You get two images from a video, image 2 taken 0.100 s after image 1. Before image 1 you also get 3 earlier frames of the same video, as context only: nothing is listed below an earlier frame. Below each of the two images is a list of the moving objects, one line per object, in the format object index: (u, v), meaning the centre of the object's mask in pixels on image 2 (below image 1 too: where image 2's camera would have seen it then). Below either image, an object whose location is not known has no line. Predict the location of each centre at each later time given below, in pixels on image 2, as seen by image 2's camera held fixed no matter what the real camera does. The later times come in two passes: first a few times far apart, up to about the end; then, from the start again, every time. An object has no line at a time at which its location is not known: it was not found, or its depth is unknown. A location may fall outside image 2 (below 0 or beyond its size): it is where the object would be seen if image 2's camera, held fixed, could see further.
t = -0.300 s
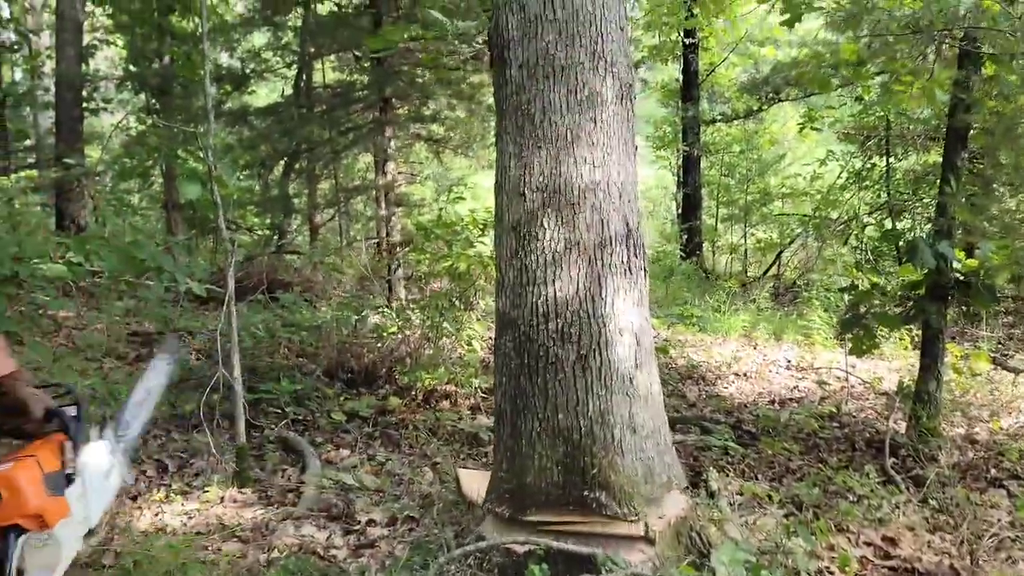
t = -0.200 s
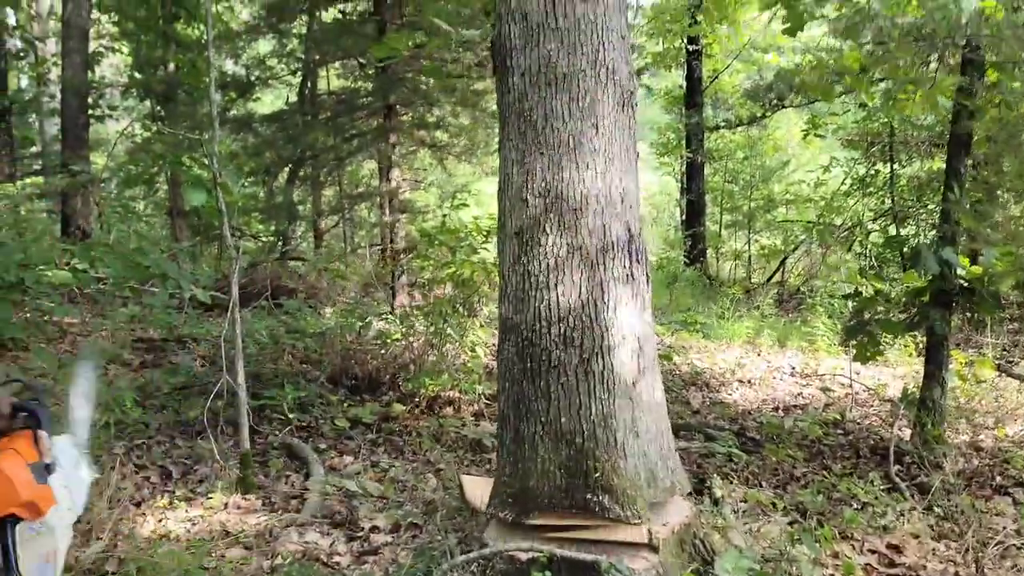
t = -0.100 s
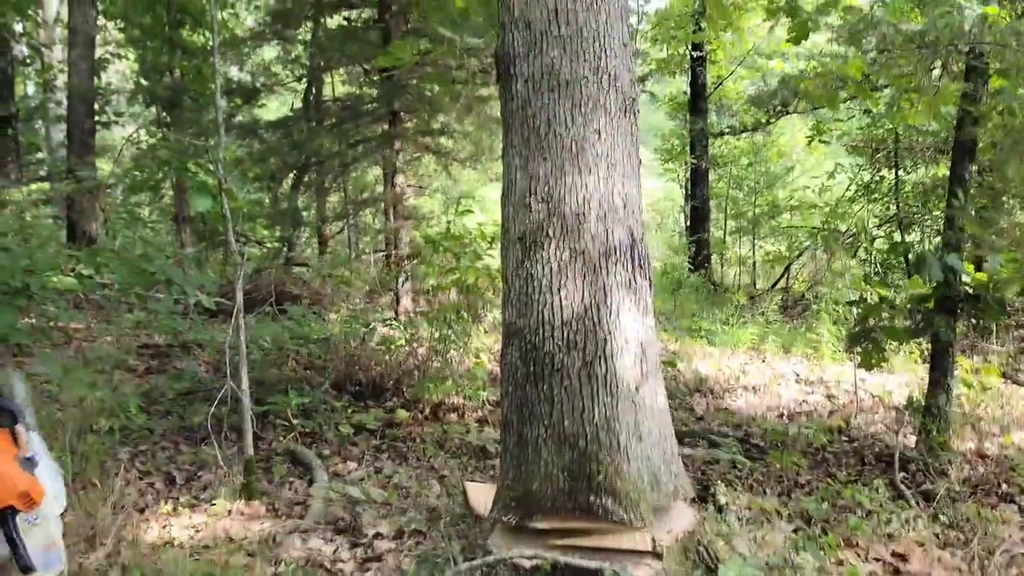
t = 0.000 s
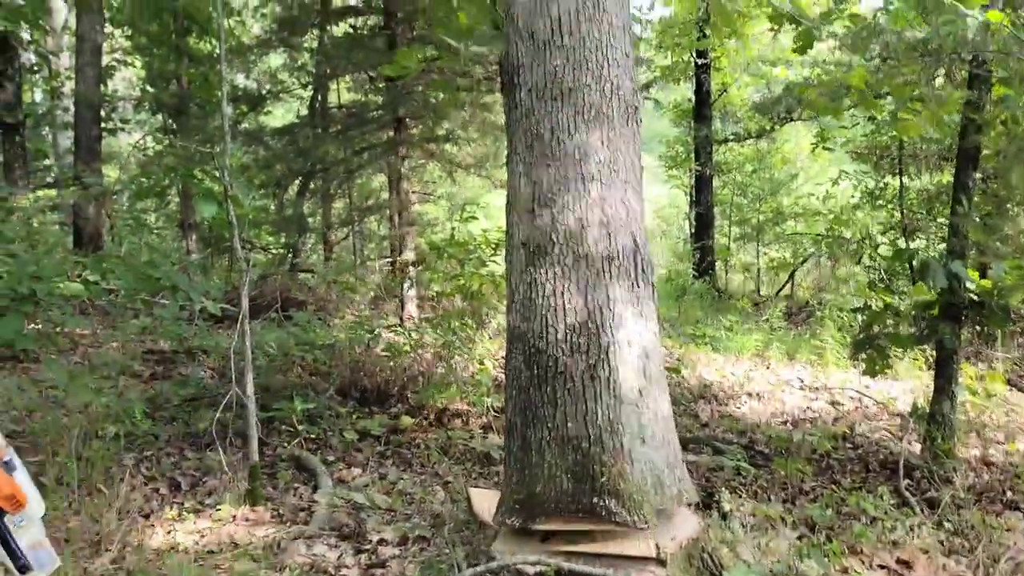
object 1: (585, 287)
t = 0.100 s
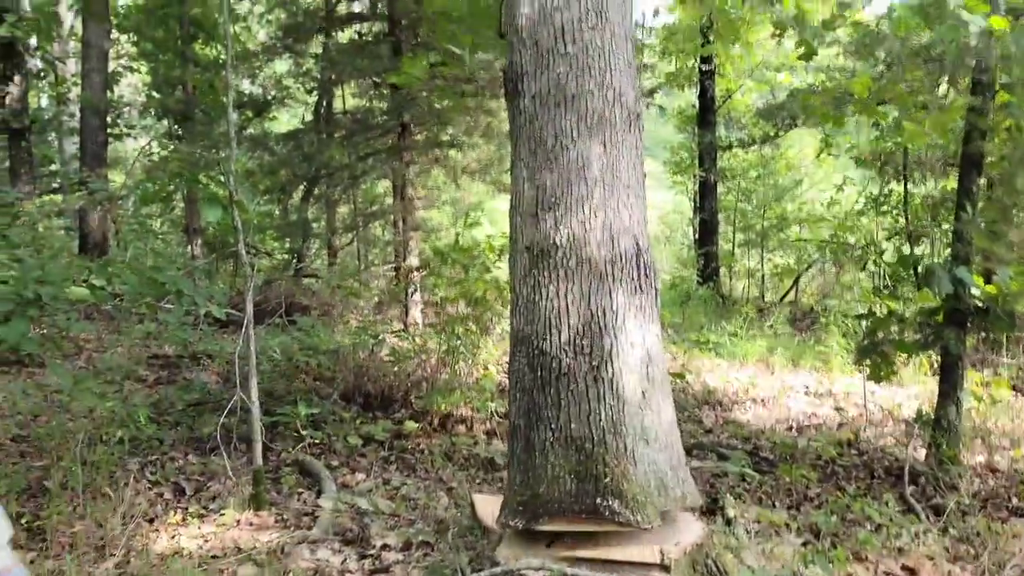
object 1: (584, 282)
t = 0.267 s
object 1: (583, 275)
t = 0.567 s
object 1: (581, 272)
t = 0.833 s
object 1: (581, 278)
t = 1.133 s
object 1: (578, 288)
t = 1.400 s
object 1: (575, 296)
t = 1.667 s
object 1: (572, 304)
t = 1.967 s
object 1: (559, 310)
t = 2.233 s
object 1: (538, 323)
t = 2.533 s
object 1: (484, 379)
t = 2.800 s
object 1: (432, 439)
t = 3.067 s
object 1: (413, 463)
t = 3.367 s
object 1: (403, 465)
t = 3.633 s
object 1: (404, 465)
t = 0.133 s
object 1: (584, 281)
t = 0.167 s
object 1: (583, 279)
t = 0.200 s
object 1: (583, 278)
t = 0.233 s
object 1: (583, 277)
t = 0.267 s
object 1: (583, 275)
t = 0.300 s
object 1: (582, 274)
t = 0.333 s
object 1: (582, 274)
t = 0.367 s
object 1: (582, 273)
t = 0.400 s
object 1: (582, 272)
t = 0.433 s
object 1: (582, 271)
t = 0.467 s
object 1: (582, 273)
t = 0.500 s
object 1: (581, 273)
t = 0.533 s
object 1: (581, 273)
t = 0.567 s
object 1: (581, 272)
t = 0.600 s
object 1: (581, 275)
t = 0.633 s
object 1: (581, 275)
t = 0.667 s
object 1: (581, 275)
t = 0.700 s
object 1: (581, 276)
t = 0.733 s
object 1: (581, 277)
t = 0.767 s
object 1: (581, 278)
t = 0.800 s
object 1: (581, 278)
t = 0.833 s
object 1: (581, 278)
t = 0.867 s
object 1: (580, 280)
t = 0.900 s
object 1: (580, 280)
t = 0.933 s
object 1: (580, 282)
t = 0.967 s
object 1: (579, 283)
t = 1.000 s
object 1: (579, 283)
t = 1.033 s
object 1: (579, 285)
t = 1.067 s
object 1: (578, 286)
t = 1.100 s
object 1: (578, 287)
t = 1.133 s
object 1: (578, 288)
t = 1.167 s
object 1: (578, 289)
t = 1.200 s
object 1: (577, 289)
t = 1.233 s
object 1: (577, 291)
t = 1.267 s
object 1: (576, 291)
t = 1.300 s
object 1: (576, 292)
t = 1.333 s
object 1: (576, 293)
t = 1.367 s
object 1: (576, 294)
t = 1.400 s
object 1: (575, 296)
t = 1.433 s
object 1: (575, 296)
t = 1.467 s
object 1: (574, 298)
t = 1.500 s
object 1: (574, 299)
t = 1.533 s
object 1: (574, 300)
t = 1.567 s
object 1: (573, 300)
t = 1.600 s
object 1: (573, 302)
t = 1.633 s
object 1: (572, 303)
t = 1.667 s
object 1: (572, 304)
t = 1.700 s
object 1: (571, 305)
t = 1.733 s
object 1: (570, 306)
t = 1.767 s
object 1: (569, 307)
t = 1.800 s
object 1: (568, 308)
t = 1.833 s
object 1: (566, 307)
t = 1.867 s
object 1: (565, 307)
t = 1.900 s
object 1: (564, 310)
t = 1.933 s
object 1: (562, 310)
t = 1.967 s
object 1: (559, 310)
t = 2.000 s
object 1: (556, 311)
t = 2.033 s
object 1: (554, 311)
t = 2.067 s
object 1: (551, 312)
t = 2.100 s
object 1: (549, 313)
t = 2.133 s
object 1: (546, 315)
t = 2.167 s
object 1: (543, 316)
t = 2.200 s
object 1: (541, 319)
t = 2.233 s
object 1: (538, 323)
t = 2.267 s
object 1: (535, 324)
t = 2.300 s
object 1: (531, 328)
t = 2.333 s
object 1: (526, 331)
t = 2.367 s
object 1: (520, 339)
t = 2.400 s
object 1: (514, 346)
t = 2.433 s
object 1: (505, 352)
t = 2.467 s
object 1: (499, 360)
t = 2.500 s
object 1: (492, 367)
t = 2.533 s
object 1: (484, 379)
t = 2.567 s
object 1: (477, 385)
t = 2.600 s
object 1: (469, 392)
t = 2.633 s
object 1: (462, 405)
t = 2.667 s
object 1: (455, 416)
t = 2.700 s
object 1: (447, 424)
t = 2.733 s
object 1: (441, 430)
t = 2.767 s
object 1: (439, 428)
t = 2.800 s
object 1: (432, 439)
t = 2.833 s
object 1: (429, 441)
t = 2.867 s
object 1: (426, 446)
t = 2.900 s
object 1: (423, 452)
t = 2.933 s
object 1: (422, 453)
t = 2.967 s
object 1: (420, 455)
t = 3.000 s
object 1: (417, 458)
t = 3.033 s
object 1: (415, 462)
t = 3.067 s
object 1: (413, 463)
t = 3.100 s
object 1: (408, 467)
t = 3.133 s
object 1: (408, 468)
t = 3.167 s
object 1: (404, 466)
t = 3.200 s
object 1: (401, 465)
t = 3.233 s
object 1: (400, 465)
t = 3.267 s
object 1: (401, 463)
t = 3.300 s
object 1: (401, 465)
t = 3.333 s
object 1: (402, 465)
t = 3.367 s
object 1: (403, 465)
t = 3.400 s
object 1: (403, 466)
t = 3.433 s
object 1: (403, 466)
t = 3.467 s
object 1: (403, 466)
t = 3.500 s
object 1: (403, 466)
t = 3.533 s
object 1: (403, 466)
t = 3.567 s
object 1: (403, 466)
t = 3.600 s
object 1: (405, 464)
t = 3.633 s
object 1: (404, 465)
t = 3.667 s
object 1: (404, 464)
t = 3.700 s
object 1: (404, 464)
